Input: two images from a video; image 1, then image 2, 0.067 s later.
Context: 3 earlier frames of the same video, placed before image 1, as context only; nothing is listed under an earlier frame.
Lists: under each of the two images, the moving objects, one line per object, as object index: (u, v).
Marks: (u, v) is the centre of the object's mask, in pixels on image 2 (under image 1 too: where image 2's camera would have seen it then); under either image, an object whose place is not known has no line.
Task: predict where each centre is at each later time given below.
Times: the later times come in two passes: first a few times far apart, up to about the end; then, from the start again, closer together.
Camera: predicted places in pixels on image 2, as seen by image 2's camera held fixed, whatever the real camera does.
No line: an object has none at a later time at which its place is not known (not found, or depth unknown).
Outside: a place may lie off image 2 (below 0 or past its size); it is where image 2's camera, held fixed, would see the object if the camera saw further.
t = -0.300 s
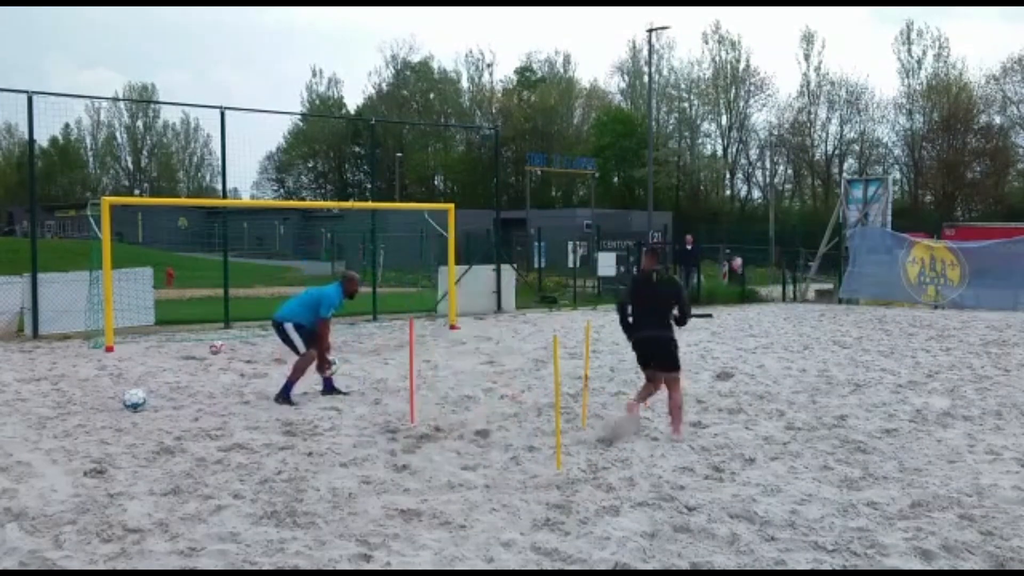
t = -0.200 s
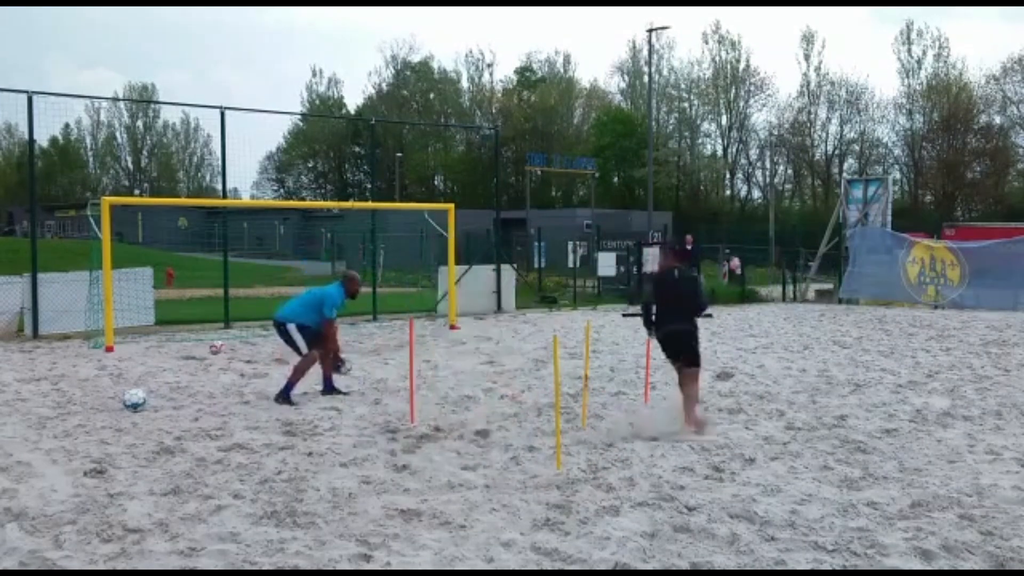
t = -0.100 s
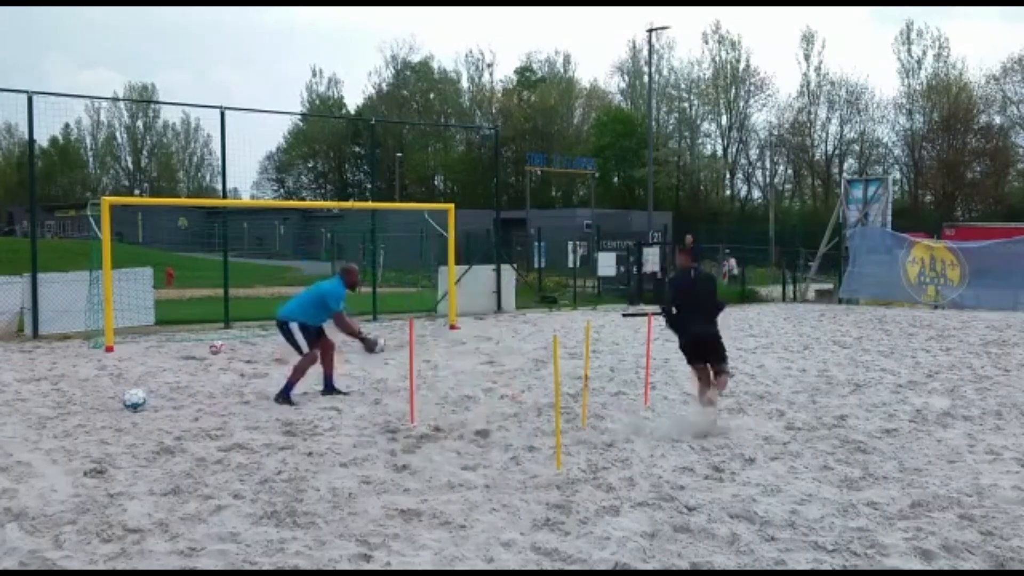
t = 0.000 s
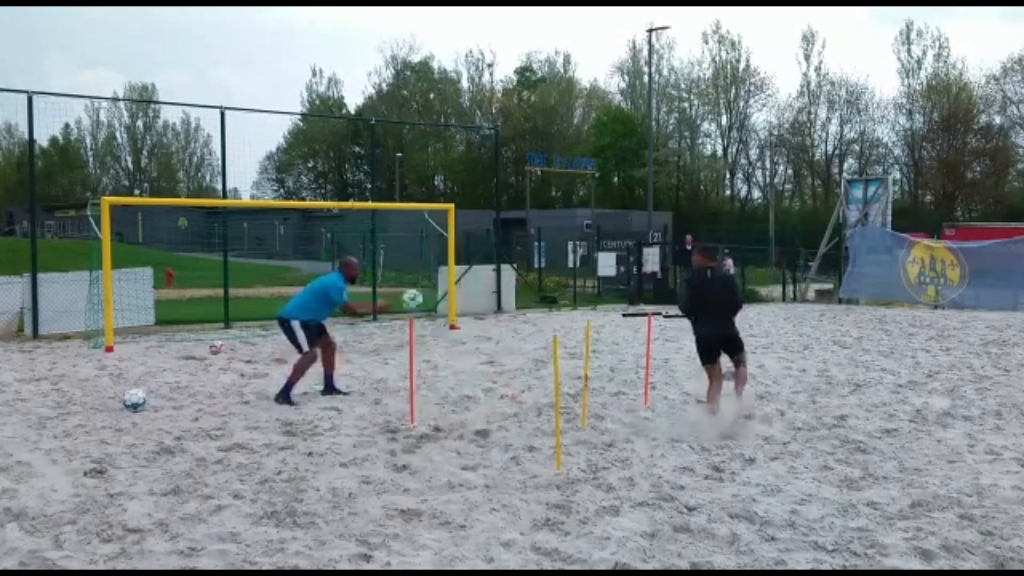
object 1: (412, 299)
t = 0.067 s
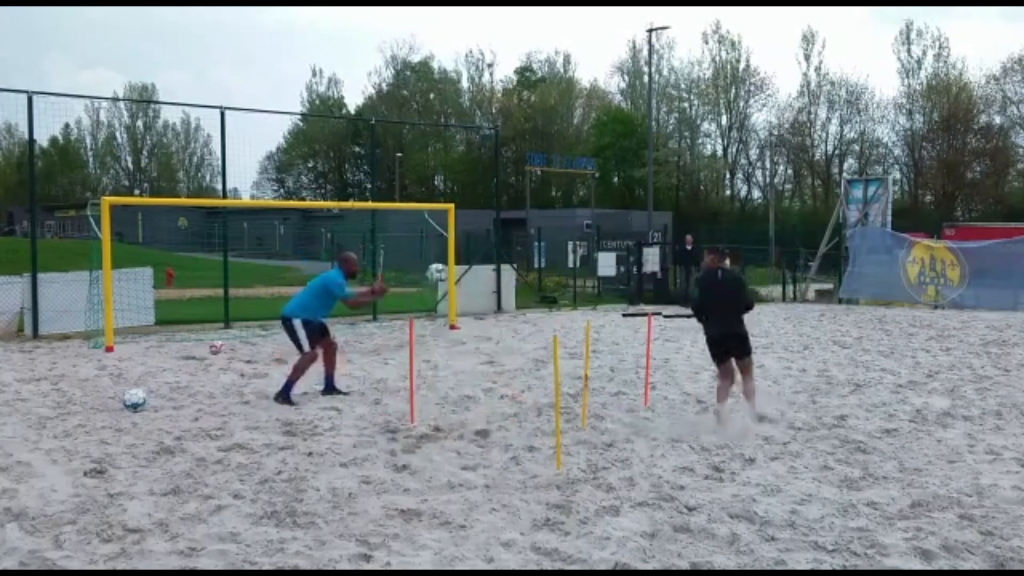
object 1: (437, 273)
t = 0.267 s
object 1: (509, 219)
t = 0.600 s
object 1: (621, 214)
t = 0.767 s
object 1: (674, 249)
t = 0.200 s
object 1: (485, 233)
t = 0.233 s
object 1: (497, 225)
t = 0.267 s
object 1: (509, 219)
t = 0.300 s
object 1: (521, 214)
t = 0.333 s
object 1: (532, 209)
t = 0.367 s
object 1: (543, 207)
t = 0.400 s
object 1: (555, 204)
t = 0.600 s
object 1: (621, 214)
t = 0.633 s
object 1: (631, 219)
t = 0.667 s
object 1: (642, 225)
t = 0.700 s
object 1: (652, 231)
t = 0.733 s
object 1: (663, 239)
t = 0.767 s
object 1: (674, 249)
